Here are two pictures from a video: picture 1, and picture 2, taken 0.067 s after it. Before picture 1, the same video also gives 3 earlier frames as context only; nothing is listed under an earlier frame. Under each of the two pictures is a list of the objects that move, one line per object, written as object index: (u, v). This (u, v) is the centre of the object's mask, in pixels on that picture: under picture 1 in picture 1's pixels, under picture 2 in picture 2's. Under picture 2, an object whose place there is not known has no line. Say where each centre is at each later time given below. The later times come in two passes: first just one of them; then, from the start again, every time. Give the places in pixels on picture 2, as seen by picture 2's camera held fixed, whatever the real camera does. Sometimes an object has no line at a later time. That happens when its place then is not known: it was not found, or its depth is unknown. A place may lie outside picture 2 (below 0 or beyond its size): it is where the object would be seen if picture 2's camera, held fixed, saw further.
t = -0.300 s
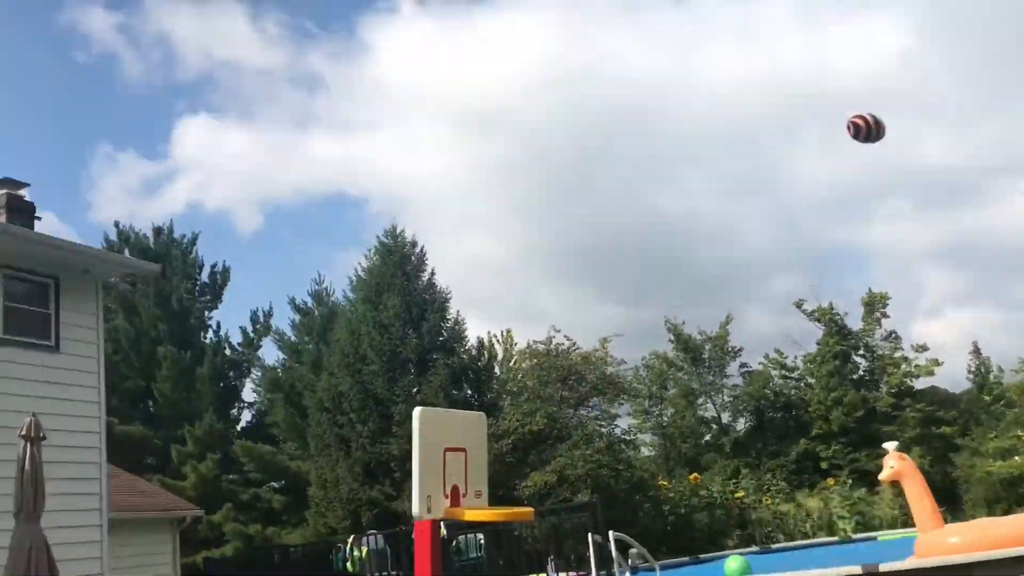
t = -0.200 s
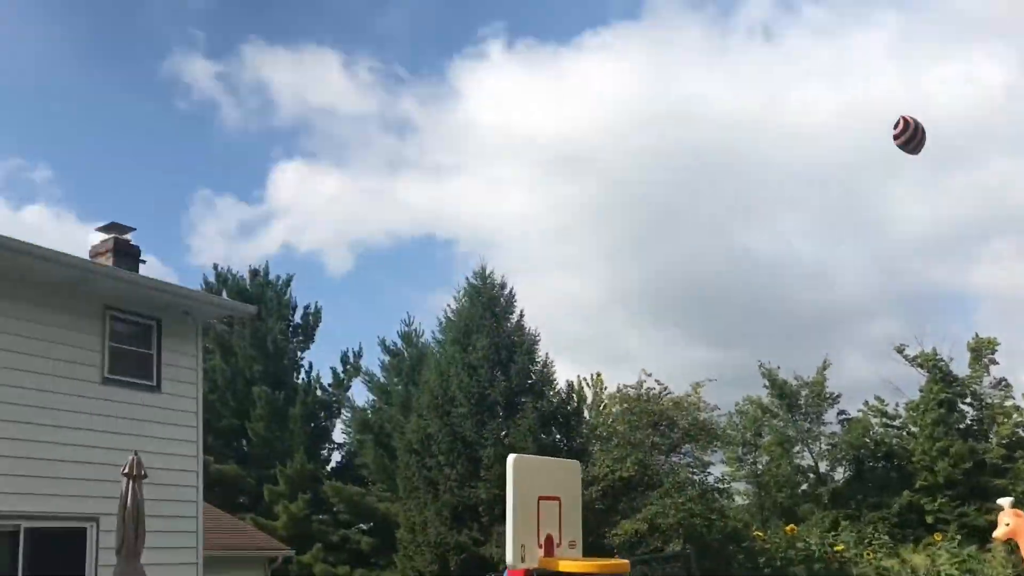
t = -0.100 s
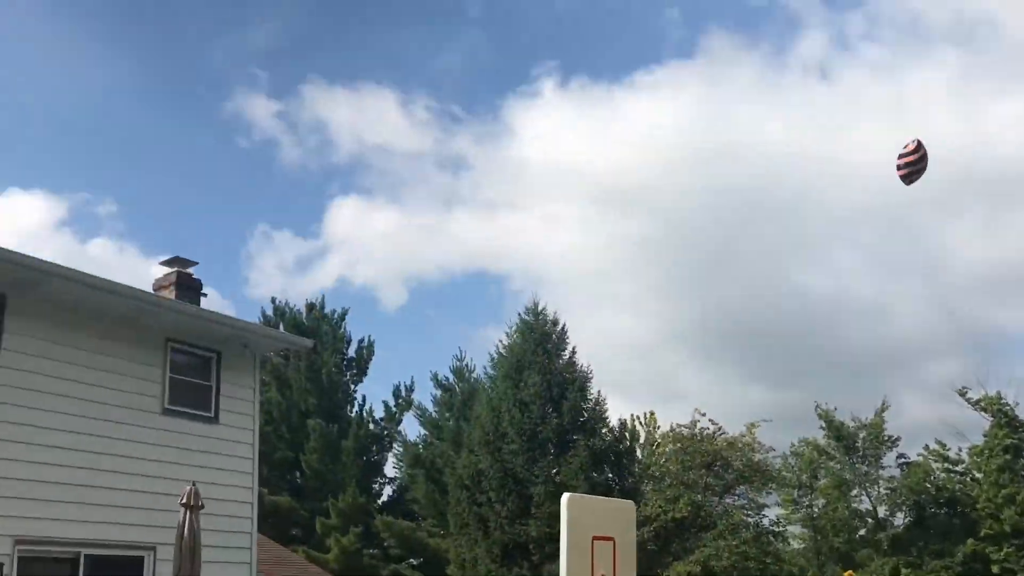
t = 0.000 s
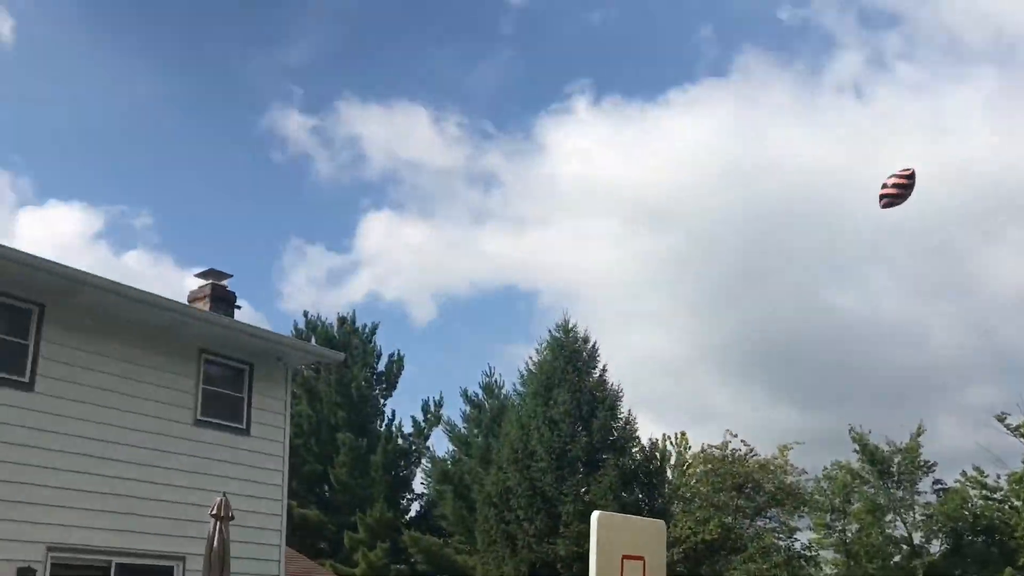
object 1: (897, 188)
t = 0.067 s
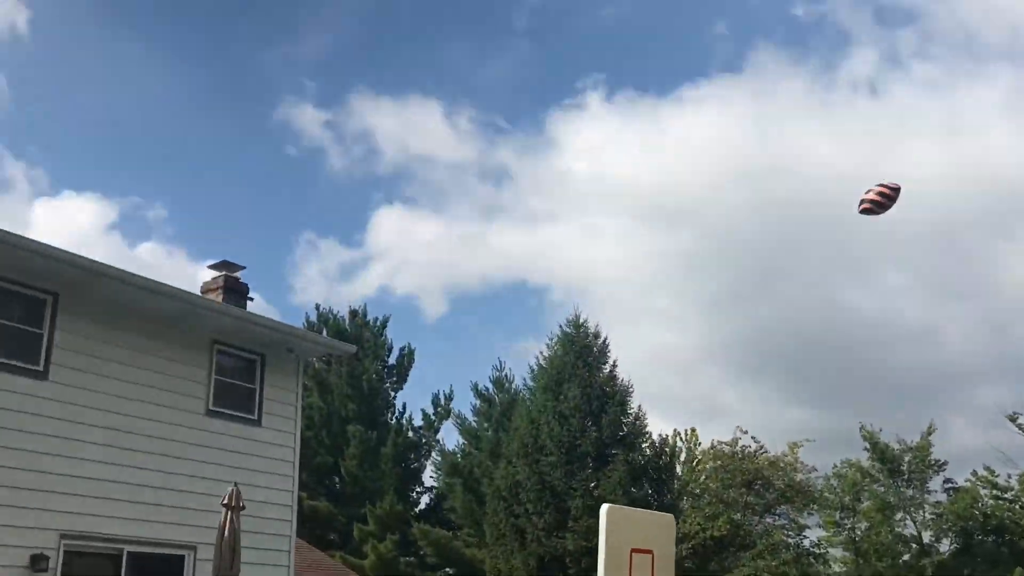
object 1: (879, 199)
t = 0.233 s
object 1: (811, 262)
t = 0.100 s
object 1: (865, 208)
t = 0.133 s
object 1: (850, 219)
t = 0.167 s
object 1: (838, 231)
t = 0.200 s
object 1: (824, 246)
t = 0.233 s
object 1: (811, 262)
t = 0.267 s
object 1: (798, 280)
